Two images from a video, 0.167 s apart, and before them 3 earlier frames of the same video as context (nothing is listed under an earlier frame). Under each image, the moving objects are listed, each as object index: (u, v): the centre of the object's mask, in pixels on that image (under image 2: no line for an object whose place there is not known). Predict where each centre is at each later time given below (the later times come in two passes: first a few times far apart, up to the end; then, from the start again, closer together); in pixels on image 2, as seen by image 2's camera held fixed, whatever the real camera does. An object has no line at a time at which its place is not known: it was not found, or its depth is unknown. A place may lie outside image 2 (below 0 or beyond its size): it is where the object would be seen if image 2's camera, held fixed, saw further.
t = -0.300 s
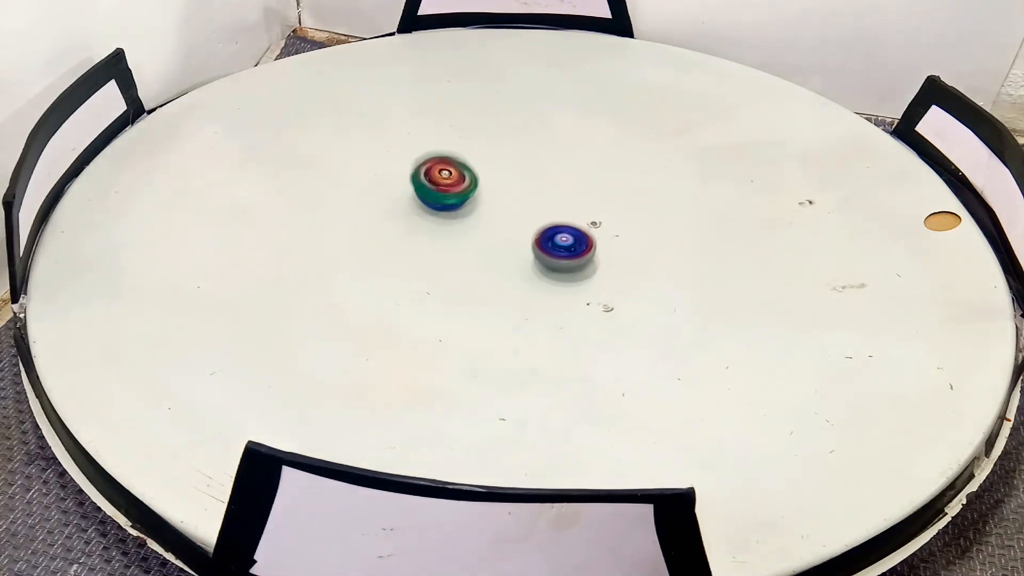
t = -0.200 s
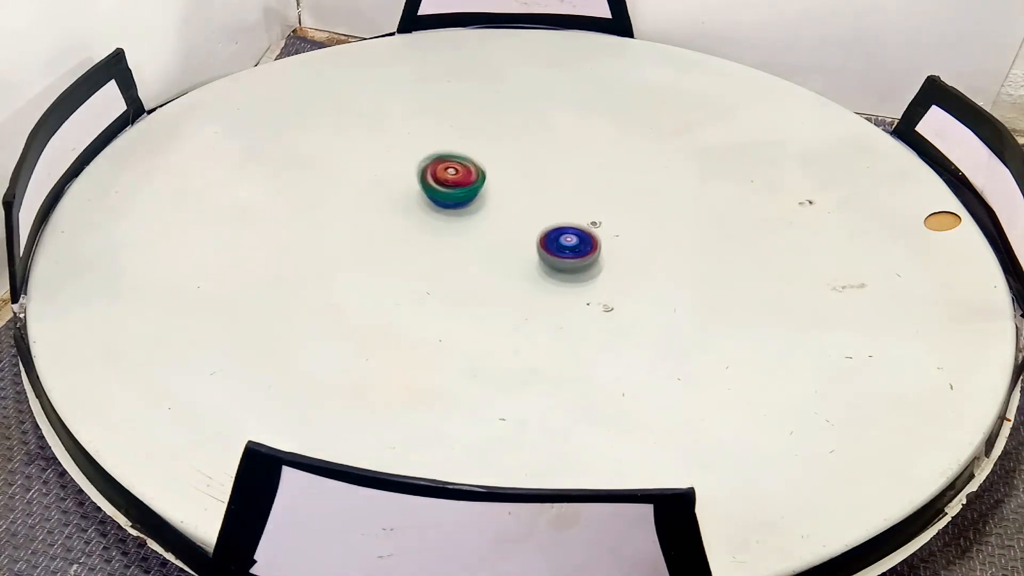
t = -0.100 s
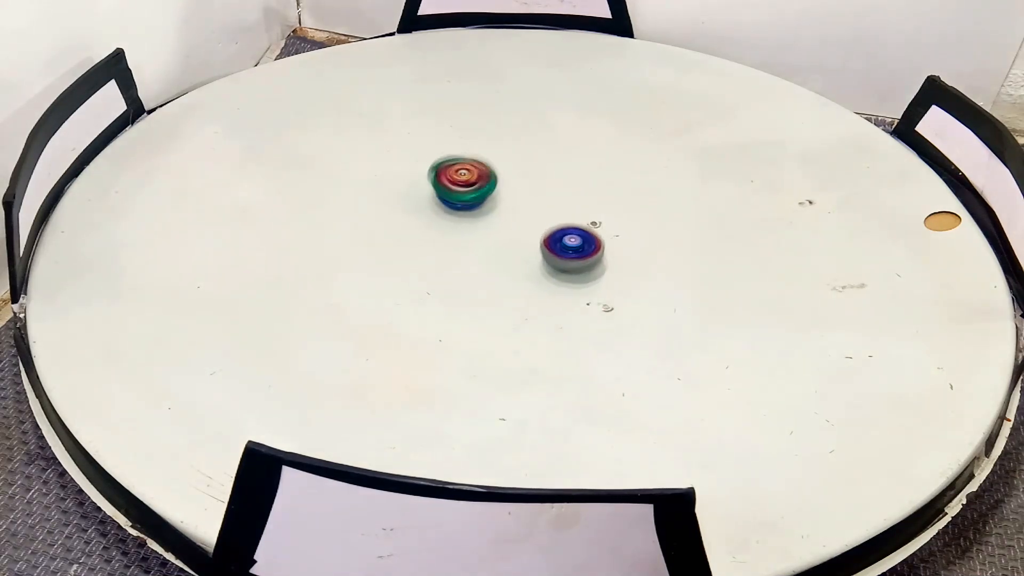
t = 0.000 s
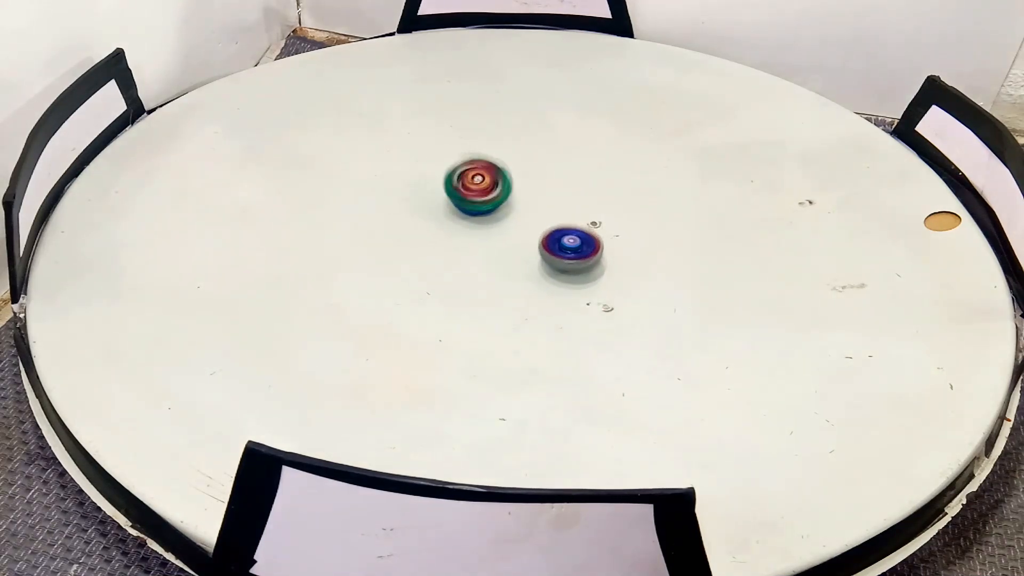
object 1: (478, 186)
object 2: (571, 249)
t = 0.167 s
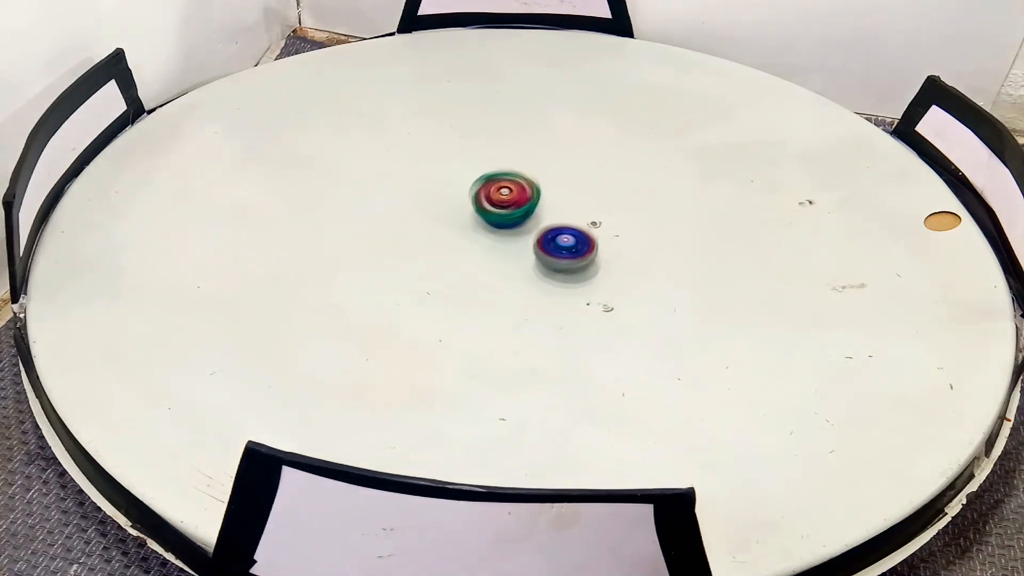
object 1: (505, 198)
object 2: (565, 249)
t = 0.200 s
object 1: (512, 202)
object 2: (564, 249)
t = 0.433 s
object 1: (546, 191)
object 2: (545, 277)
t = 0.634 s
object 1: (562, 178)
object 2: (540, 295)
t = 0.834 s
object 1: (566, 182)
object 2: (546, 300)
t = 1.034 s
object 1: (570, 208)
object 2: (542, 293)
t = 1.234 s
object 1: (568, 237)
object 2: (528, 278)
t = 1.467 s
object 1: (580, 258)
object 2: (475, 277)
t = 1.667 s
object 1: (583, 276)
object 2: (447, 278)
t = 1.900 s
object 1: (580, 286)
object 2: (434, 275)
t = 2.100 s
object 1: (568, 281)
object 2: (436, 266)
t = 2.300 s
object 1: (568, 269)
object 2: (451, 251)
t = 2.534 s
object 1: (575, 254)
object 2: (474, 229)
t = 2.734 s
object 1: (587, 244)
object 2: (485, 215)
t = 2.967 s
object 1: (586, 236)
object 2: (495, 210)
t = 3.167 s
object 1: (578, 232)
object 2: (498, 212)
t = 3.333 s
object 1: (565, 230)
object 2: (502, 216)
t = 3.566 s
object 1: (582, 252)
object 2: (491, 212)
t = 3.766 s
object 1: (587, 265)
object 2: (486, 220)
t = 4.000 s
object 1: (594, 268)
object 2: (493, 238)
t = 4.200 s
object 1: (585, 262)
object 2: (519, 254)
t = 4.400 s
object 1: (612, 273)
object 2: (502, 246)
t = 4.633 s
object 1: (600, 276)
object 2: (480, 246)
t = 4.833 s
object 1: (584, 266)
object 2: (478, 257)
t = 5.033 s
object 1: (589, 261)
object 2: (502, 265)
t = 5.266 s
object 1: (606, 268)
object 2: (505, 249)
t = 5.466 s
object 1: (612, 280)
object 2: (484, 234)
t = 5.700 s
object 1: (597, 268)
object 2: (467, 224)
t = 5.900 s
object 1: (602, 265)
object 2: (464, 225)
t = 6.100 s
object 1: (597, 267)
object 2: (472, 231)
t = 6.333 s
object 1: (600, 266)
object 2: (486, 241)
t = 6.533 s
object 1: (599, 266)
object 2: (510, 253)
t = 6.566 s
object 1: (599, 266)
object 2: (516, 255)
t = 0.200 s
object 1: (512, 202)
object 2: (564, 249)
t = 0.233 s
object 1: (519, 205)
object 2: (562, 250)
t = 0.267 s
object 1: (525, 207)
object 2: (560, 250)
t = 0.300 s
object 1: (533, 206)
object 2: (558, 256)
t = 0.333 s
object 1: (536, 201)
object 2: (554, 262)
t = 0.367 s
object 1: (539, 198)
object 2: (550, 268)
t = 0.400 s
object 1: (543, 194)
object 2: (548, 273)
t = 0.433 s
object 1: (546, 191)
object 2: (545, 277)
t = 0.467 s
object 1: (549, 187)
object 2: (543, 281)
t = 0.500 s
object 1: (552, 184)
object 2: (541, 285)
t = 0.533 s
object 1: (556, 182)
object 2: (540, 288)
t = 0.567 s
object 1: (558, 180)
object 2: (540, 291)
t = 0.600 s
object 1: (559, 178)
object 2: (540, 293)
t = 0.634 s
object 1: (562, 178)
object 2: (540, 295)
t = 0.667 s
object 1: (563, 176)
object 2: (541, 297)
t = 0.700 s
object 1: (565, 177)
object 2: (542, 298)
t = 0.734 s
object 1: (566, 177)
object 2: (544, 299)
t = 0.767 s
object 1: (566, 178)
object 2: (545, 300)
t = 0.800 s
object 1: (567, 180)
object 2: (545, 300)
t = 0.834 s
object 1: (566, 182)
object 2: (546, 300)
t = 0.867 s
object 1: (566, 186)
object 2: (546, 300)
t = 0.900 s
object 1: (568, 189)
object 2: (546, 299)
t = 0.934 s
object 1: (567, 193)
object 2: (545, 298)
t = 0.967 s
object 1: (566, 198)
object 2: (544, 297)
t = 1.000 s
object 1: (569, 203)
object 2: (543, 295)
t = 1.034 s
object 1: (570, 208)
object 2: (542, 293)
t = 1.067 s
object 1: (568, 213)
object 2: (540, 291)
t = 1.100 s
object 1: (568, 218)
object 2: (538, 289)
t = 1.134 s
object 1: (570, 222)
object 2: (536, 287)
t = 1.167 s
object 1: (568, 228)
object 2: (534, 284)
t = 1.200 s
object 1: (566, 234)
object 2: (531, 280)
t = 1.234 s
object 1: (568, 237)
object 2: (528, 278)
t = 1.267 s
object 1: (570, 241)
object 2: (519, 278)
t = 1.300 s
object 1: (572, 244)
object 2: (510, 279)
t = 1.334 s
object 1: (575, 245)
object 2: (503, 279)
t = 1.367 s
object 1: (575, 248)
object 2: (496, 278)
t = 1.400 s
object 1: (580, 252)
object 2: (489, 278)
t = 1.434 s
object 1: (580, 254)
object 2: (482, 277)
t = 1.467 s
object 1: (580, 258)
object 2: (475, 277)
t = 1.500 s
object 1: (581, 260)
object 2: (469, 278)
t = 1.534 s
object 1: (581, 264)
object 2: (464, 278)
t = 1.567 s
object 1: (583, 267)
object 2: (459, 278)
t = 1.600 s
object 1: (580, 270)
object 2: (455, 278)
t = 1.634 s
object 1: (584, 273)
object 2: (451, 278)
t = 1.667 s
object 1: (583, 276)
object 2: (447, 278)
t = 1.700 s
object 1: (581, 279)
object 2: (444, 278)
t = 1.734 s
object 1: (582, 280)
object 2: (441, 278)
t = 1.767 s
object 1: (582, 282)
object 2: (439, 278)
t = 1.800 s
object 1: (582, 283)
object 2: (437, 277)
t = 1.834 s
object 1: (578, 285)
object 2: (436, 277)
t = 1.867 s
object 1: (581, 286)
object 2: (435, 276)
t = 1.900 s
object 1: (580, 286)
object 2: (434, 275)
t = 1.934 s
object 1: (578, 286)
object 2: (433, 274)
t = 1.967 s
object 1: (573, 285)
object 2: (433, 273)
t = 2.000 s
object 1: (574, 286)
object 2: (434, 272)
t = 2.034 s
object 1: (574, 284)
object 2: (434, 270)
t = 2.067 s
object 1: (569, 283)
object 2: (435, 268)
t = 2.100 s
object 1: (568, 281)
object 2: (436, 266)
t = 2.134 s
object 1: (567, 279)
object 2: (438, 264)
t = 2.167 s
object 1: (569, 278)
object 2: (440, 262)
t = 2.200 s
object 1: (565, 275)
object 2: (442, 260)
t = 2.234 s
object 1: (565, 272)
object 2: (445, 257)
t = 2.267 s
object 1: (566, 270)
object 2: (448, 254)
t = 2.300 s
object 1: (568, 269)
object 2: (451, 251)
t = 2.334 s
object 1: (566, 266)
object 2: (454, 248)
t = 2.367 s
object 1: (565, 264)
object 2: (457, 245)
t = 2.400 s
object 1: (568, 261)
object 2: (460, 241)
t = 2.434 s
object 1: (571, 260)
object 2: (464, 238)
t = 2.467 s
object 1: (572, 257)
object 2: (467, 235)
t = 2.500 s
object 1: (571, 256)
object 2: (471, 232)
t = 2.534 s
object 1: (575, 254)
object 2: (474, 229)
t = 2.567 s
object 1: (577, 252)
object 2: (476, 226)
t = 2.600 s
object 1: (580, 250)
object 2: (478, 223)
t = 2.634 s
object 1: (580, 249)
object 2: (480, 221)
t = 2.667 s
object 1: (585, 247)
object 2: (481, 218)
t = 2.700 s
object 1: (585, 245)
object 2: (483, 217)
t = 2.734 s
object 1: (587, 244)
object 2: (485, 215)
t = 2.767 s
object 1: (588, 243)
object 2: (487, 213)
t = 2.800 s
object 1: (590, 242)
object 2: (489, 213)
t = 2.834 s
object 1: (588, 240)
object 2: (490, 212)
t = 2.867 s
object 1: (589, 239)
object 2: (491, 211)
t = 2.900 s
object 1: (589, 238)
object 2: (492, 211)
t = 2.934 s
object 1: (590, 237)
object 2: (494, 210)
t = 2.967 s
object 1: (586, 236)
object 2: (495, 210)
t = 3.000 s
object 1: (587, 236)
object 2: (495, 210)
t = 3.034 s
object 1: (586, 234)
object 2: (496, 210)
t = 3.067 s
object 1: (585, 233)
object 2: (496, 210)
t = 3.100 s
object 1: (580, 233)
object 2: (497, 211)
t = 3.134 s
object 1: (581, 232)
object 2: (497, 211)
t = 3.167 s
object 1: (578, 232)
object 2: (498, 212)
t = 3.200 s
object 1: (576, 231)
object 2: (499, 212)
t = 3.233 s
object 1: (571, 231)
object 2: (500, 213)
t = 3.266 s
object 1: (570, 230)
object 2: (501, 214)
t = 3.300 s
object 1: (567, 231)
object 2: (501, 215)
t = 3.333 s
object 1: (565, 230)
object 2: (502, 216)
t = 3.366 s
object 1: (568, 234)
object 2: (499, 214)
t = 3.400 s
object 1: (570, 239)
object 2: (497, 213)
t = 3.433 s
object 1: (573, 243)
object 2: (495, 212)
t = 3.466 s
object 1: (575, 246)
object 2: (494, 212)
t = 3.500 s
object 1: (578, 248)
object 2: (493, 212)
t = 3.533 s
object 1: (581, 249)
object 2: (492, 212)
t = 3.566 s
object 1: (582, 252)
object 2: (491, 212)
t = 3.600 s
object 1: (583, 254)
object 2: (490, 213)
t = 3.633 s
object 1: (584, 256)
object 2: (489, 214)
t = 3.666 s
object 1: (584, 258)
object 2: (488, 215)
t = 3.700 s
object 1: (585, 260)
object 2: (487, 216)
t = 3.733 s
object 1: (586, 262)
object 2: (487, 218)
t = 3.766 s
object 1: (587, 265)
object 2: (486, 220)
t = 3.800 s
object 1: (589, 266)
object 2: (485, 222)
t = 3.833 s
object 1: (591, 267)
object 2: (486, 224)
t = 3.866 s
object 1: (593, 268)
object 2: (486, 227)
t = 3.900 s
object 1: (594, 268)
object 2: (486, 230)
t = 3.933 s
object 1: (594, 268)
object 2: (487, 232)
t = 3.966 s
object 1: (594, 268)
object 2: (490, 234)
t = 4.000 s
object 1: (594, 268)
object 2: (493, 238)
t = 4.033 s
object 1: (594, 268)
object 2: (496, 241)
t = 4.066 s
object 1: (592, 267)
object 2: (499, 244)
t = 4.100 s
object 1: (590, 267)
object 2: (503, 248)
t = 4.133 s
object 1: (588, 266)
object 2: (508, 250)
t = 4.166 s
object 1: (586, 264)
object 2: (514, 252)
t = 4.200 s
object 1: (585, 262)
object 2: (519, 254)
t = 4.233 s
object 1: (590, 262)
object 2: (519, 254)
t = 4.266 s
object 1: (599, 265)
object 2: (514, 252)
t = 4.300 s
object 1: (607, 270)
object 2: (511, 250)
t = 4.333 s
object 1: (611, 273)
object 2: (507, 249)
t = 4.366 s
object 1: (613, 274)
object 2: (504, 247)
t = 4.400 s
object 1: (612, 273)
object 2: (502, 246)
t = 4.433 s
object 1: (612, 273)
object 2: (498, 245)
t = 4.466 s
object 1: (612, 273)
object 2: (494, 244)
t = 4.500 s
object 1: (611, 274)
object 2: (491, 244)
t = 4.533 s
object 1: (610, 274)
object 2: (487, 244)
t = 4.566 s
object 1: (608, 275)
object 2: (484, 245)
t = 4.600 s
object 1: (604, 276)
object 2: (482, 246)
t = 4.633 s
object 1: (600, 276)
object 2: (480, 246)
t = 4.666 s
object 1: (595, 275)
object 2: (478, 248)
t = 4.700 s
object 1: (591, 273)
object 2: (477, 249)
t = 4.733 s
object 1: (587, 272)
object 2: (476, 251)
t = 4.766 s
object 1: (585, 270)
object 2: (476, 253)
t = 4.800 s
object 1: (584, 268)
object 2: (477, 255)
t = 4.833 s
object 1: (584, 266)
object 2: (478, 257)
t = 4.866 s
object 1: (584, 265)
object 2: (480, 259)
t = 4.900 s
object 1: (584, 263)
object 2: (483, 261)
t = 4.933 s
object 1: (585, 262)
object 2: (487, 263)
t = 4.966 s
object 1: (587, 262)
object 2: (491, 264)
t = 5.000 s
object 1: (588, 261)
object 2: (496, 265)
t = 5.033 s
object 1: (589, 261)
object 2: (502, 265)
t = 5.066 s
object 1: (589, 261)
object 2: (508, 263)
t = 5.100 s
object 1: (588, 261)
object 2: (511, 262)
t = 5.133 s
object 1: (587, 262)
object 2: (515, 261)
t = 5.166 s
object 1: (586, 262)
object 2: (518, 259)
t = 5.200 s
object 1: (592, 265)
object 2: (513, 255)
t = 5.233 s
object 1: (601, 267)
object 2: (508, 252)
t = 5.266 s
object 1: (606, 268)
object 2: (505, 249)
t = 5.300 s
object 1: (611, 270)
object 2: (501, 247)
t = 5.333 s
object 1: (614, 272)
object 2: (497, 243)
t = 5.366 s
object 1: (617, 275)
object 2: (494, 241)
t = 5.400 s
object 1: (617, 279)
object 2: (490, 238)
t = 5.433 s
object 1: (615, 280)
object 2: (487, 236)
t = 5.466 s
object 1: (612, 280)
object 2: (484, 234)
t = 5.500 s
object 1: (608, 279)
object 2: (480, 232)
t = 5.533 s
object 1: (604, 277)
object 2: (478, 230)
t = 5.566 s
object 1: (600, 276)
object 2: (476, 228)
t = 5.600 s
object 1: (598, 275)
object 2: (473, 227)
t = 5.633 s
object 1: (597, 273)
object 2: (471, 226)
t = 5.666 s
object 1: (597, 271)
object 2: (469, 225)
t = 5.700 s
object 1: (597, 268)
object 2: (467, 224)
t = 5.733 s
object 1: (598, 267)
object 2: (465, 224)
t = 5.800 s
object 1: (599, 266)
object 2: (464, 223)
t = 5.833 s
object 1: (601, 265)
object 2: (464, 224)
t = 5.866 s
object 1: (602, 265)
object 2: (463, 225)
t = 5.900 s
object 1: (602, 265)
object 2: (464, 225)
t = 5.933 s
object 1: (602, 265)
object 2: (464, 227)
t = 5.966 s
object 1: (601, 265)
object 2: (465, 228)
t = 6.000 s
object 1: (599, 266)
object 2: (467, 228)
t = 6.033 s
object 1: (598, 266)
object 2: (470, 228)
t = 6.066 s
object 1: (598, 267)
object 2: (472, 230)
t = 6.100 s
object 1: (597, 267)
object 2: (472, 231)
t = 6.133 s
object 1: (597, 268)
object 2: (474, 232)
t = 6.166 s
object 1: (597, 268)
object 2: (476, 234)
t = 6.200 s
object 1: (598, 267)
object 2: (477, 234)
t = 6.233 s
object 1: (598, 267)
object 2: (480, 236)
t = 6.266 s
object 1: (598, 266)
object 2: (481, 237)
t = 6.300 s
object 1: (599, 266)
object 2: (483, 238)
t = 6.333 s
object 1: (600, 266)
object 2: (486, 241)
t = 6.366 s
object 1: (600, 266)
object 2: (489, 244)
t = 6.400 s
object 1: (599, 266)
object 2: (492, 246)
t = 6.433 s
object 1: (599, 266)
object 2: (497, 248)
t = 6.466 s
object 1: (599, 266)
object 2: (503, 251)
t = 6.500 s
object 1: (599, 266)
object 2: (506, 252)
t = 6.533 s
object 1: (599, 266)
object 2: (510, 253)
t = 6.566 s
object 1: (599, 266)
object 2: (516, 255)
